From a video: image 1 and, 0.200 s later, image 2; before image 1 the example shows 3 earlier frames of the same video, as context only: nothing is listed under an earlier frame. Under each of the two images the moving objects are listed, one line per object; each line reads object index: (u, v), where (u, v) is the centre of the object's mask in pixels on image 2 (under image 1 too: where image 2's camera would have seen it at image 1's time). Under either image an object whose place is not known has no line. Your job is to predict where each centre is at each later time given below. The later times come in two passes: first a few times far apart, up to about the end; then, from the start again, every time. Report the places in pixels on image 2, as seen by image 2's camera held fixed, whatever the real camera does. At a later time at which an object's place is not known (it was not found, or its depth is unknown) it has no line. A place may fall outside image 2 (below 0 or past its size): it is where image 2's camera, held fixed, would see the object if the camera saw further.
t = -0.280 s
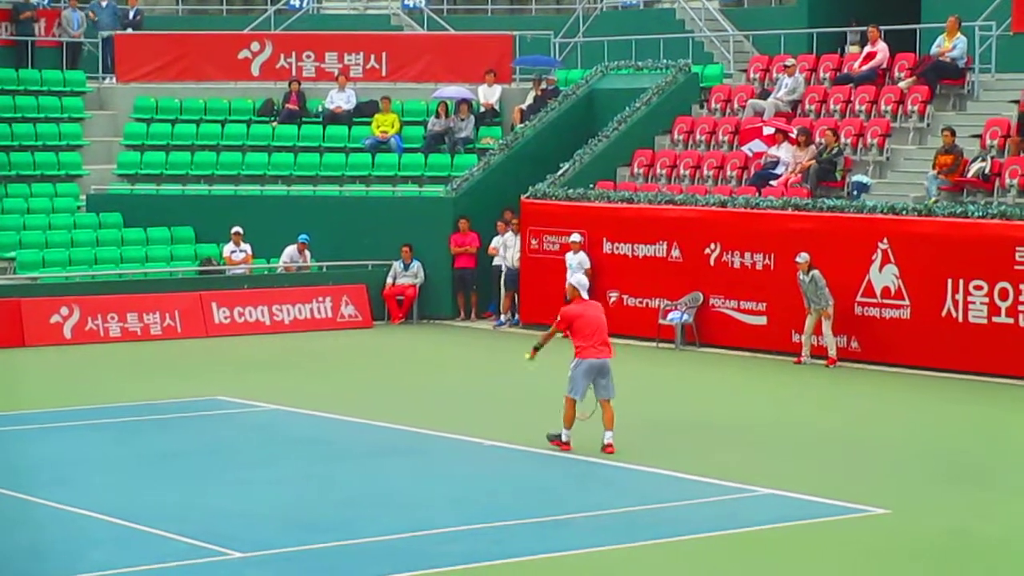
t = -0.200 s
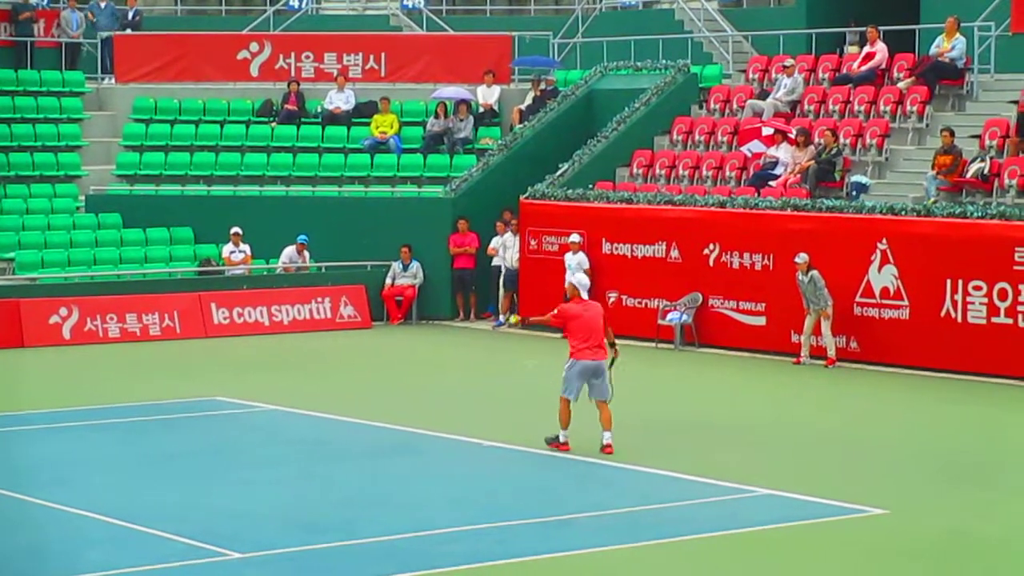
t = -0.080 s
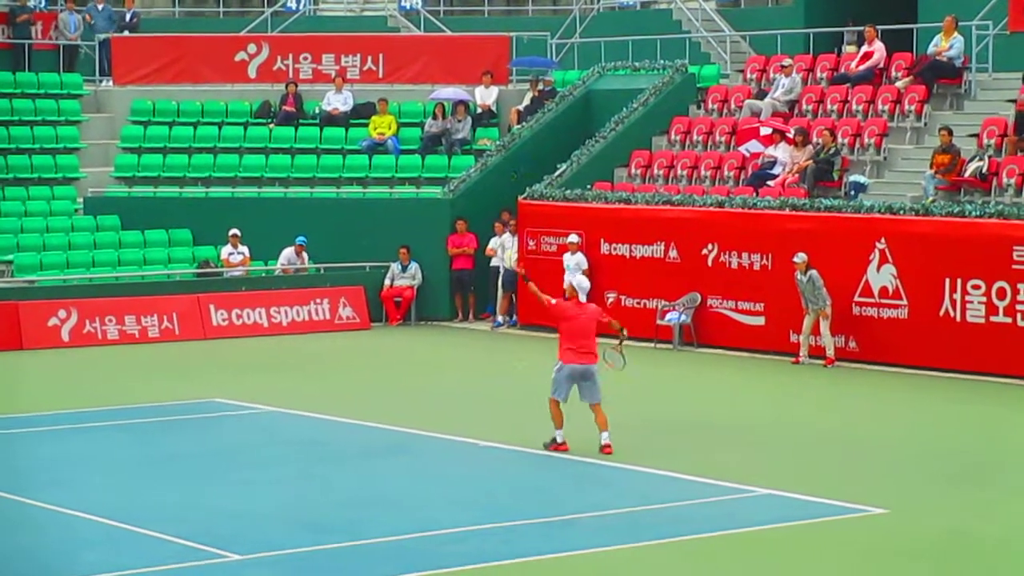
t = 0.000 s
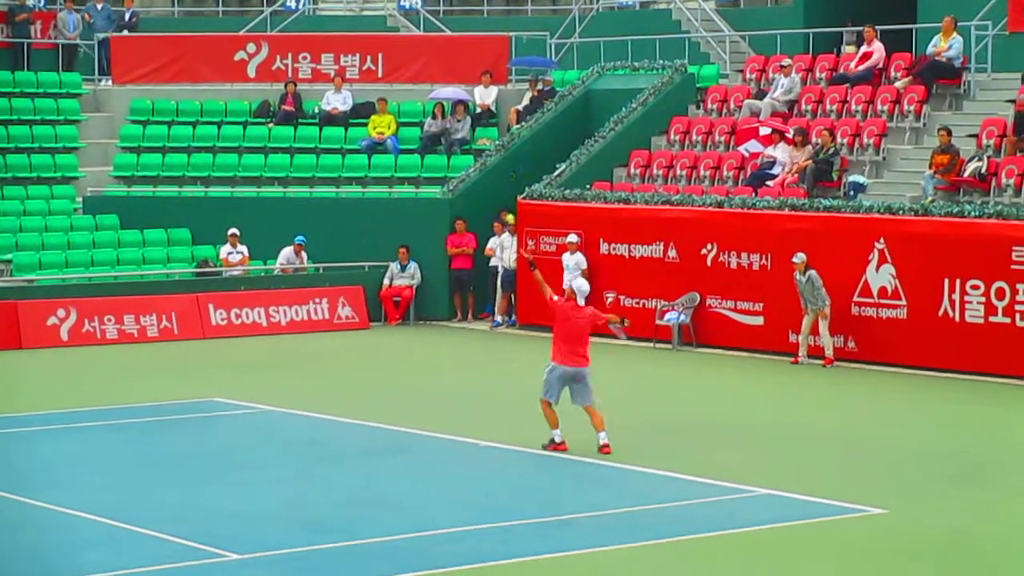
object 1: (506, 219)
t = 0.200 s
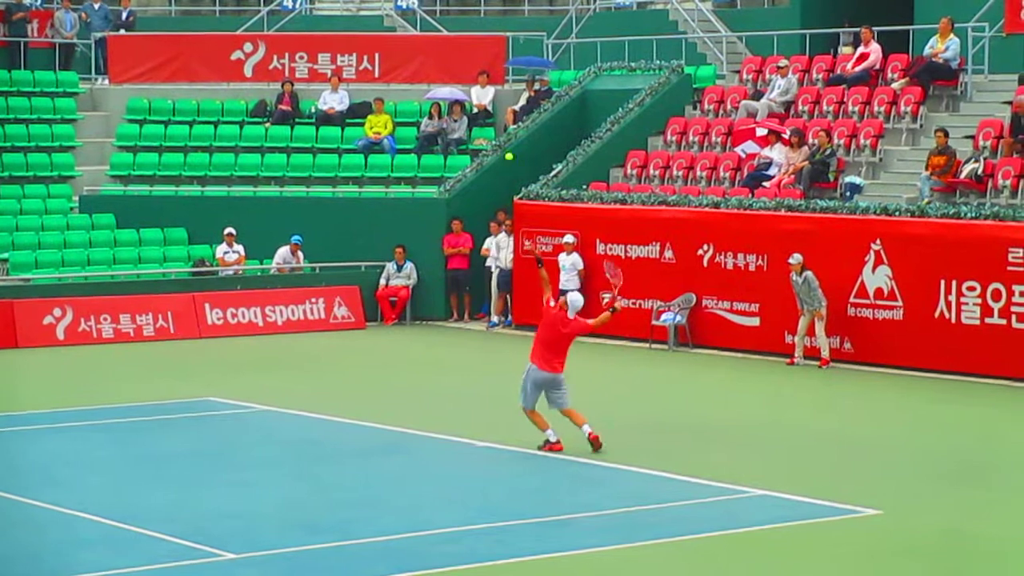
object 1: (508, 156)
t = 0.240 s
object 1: (509, 149)
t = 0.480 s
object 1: (514, 138)
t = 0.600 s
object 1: (517, 154)
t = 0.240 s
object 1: (509, 149)
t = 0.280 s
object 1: (510, 144)
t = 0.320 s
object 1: (511, 138)
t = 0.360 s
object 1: (512, 136)
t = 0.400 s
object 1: (514, 135)
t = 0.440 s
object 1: (514, 136)
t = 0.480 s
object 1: (514, 138)
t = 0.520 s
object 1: (515, 142)
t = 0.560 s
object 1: (518, 147)
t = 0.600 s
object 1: (517, 154)
